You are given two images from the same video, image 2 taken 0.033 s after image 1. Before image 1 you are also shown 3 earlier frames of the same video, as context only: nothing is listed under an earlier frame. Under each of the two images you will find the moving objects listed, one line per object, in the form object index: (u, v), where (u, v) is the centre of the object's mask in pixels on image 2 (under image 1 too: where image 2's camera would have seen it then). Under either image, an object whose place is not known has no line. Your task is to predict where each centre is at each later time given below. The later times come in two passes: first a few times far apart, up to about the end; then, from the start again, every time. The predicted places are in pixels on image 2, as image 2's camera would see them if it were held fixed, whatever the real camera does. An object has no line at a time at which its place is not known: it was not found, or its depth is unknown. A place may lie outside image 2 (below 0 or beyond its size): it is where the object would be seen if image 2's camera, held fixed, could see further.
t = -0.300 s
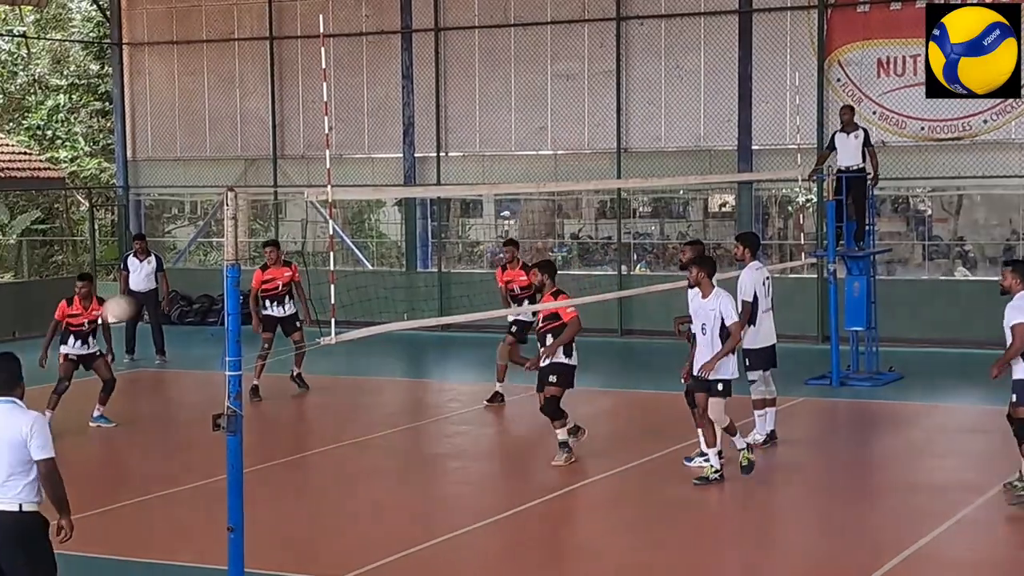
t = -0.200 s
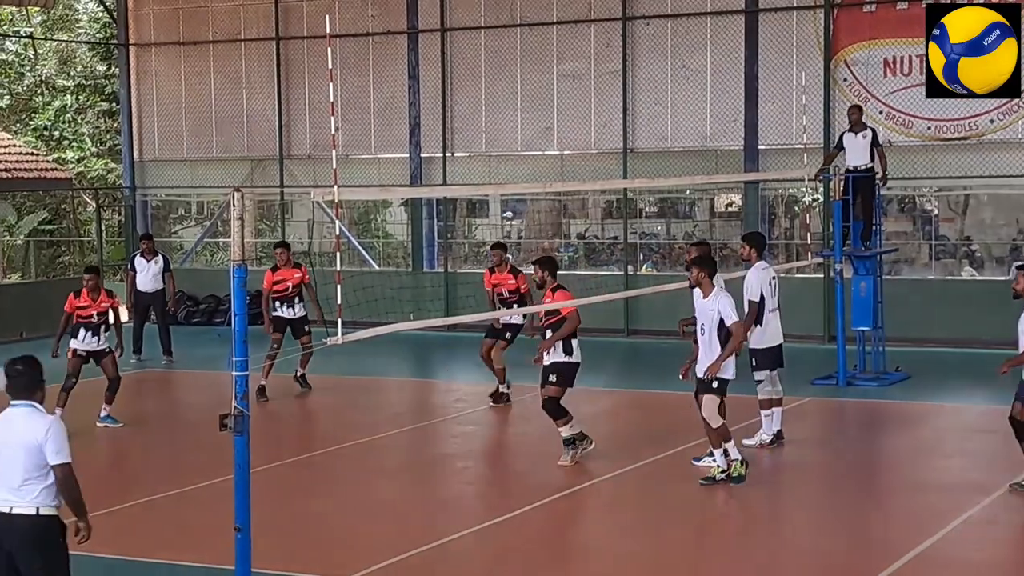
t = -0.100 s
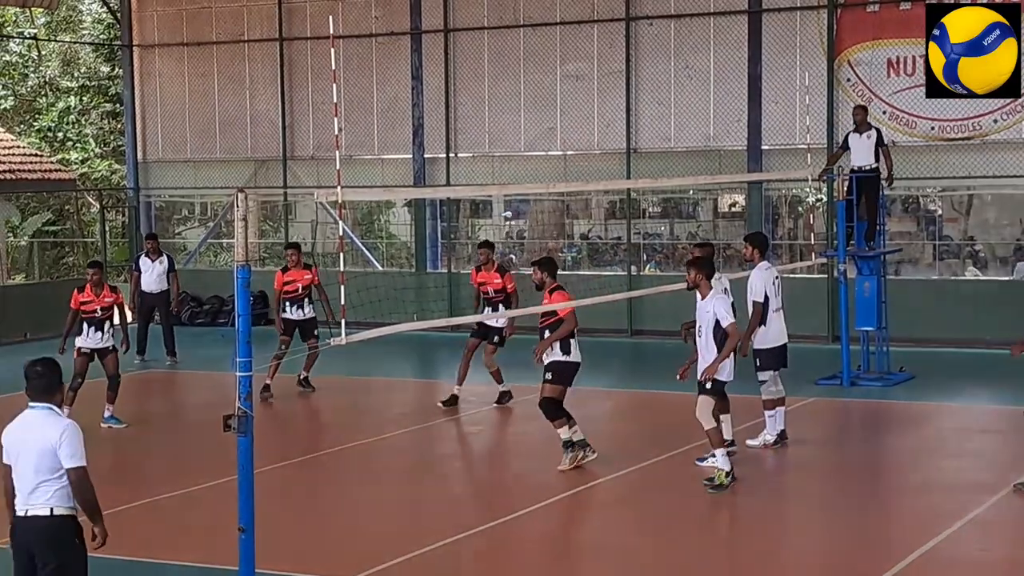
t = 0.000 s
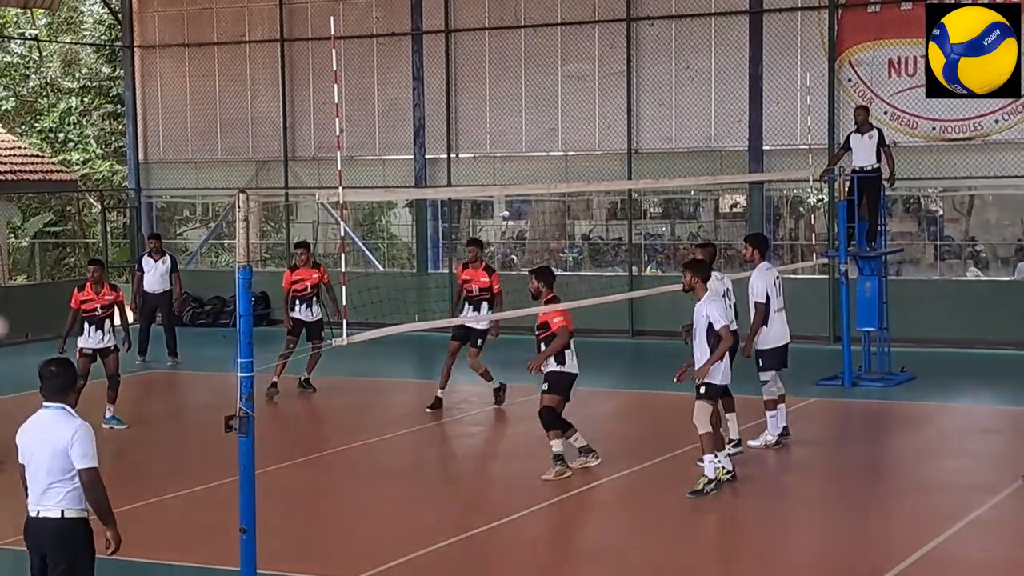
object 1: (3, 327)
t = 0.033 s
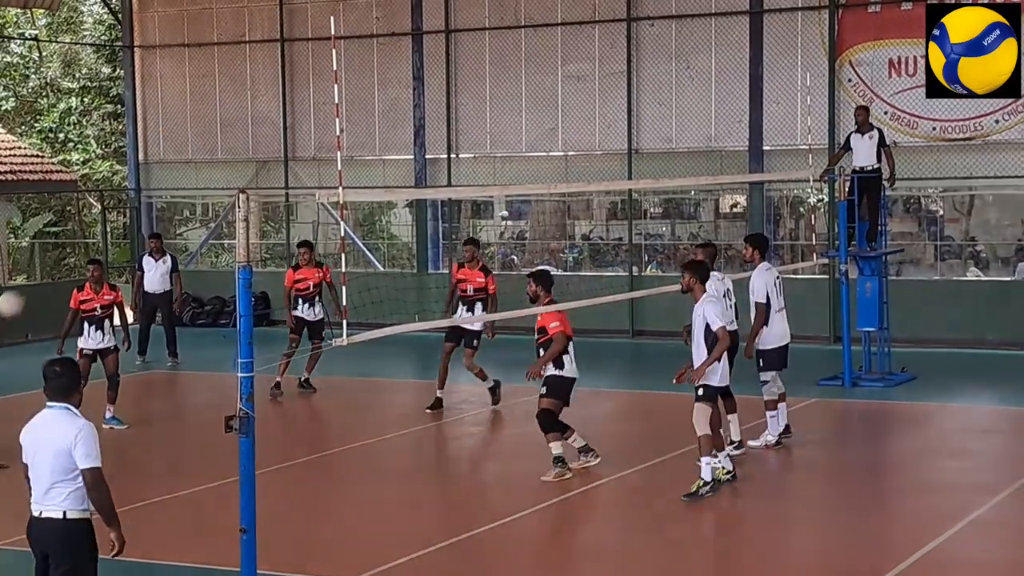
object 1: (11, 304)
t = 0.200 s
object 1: (86, 201)
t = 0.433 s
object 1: (190, 107)
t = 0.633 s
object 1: (277, 73)
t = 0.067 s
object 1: (25, 281)
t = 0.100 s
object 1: (41, 259)
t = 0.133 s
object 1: (56, 239)
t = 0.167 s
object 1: (70, 220)
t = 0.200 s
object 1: (86, 201)
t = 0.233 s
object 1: (101, 185)
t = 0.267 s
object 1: (115, 167)
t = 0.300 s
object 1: (129, 154)
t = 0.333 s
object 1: (145, 140)
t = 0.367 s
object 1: (159, 128)
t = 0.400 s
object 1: (175, 117)
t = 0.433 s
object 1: (190, 107)
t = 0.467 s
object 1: (204, 98)
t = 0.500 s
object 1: (219, 91)
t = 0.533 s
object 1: (233, 84)
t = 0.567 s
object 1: (249, 79)
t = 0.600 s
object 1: (262, 76)
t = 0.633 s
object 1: (277, 73)
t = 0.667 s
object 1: (291, 71)
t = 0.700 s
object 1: (306, 71)
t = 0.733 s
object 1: (320, 72)
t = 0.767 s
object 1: (332, 74)
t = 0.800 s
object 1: (349, 77)
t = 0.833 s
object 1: (365, 82)
